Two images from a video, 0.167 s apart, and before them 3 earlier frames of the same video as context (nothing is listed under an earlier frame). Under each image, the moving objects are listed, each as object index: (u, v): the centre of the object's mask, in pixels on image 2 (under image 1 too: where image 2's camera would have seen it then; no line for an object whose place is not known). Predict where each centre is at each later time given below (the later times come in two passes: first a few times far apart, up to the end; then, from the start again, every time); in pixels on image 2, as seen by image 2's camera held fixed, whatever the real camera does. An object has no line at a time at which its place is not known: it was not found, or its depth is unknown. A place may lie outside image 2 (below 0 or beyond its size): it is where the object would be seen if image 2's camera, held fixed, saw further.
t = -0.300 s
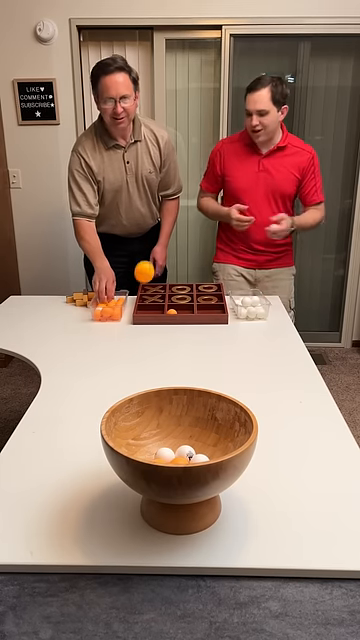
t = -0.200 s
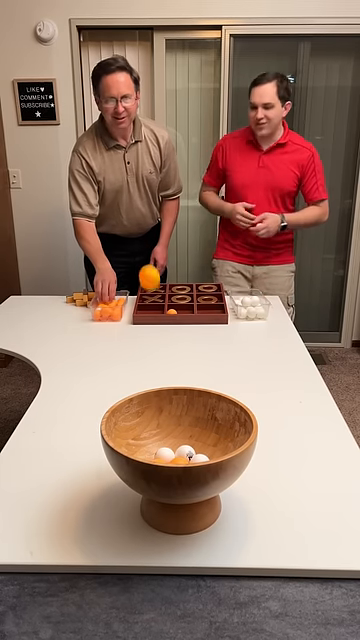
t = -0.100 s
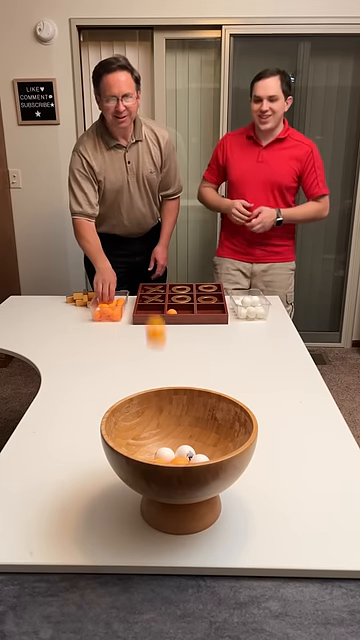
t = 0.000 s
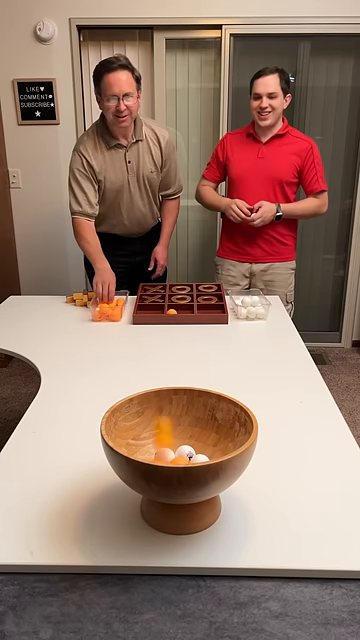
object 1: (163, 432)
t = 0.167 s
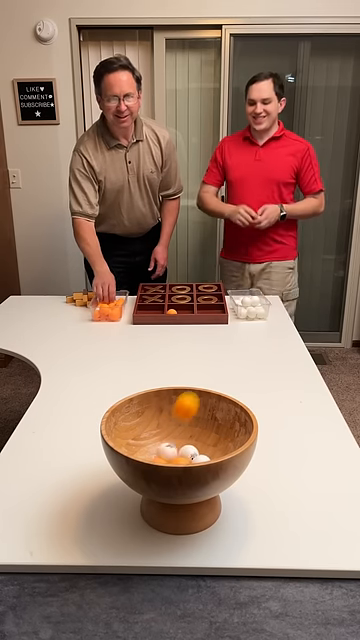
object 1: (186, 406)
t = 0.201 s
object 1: (193, 396)
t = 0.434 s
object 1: (179, 409)
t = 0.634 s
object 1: (147, 435)
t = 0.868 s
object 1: (146, 453)
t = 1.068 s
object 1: (150, 458)
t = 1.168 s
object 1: (151, 457)
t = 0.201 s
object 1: (193, 396)
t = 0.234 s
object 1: (199, 392)
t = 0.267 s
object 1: (206, 393)
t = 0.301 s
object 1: (210, 400)
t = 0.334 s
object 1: (200, 417)
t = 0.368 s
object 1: (189, 430)
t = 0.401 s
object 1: (184, 418)
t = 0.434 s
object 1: (179, 409)
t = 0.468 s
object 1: (174, 406)
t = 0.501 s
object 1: (170, 407)
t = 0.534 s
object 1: (164, 413)
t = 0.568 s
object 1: (160, 425)
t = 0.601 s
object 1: (154, 441)
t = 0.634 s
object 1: (147, 435)
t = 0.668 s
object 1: (141, 432)
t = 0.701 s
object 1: (134, 434)
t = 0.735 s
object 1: (128, 440)
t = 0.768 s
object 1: (129, 446)
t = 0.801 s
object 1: (139, 450)
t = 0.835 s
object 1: (146, 453)
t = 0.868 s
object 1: (146, 453)
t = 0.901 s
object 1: (145, 453)
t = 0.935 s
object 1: (144, 455)
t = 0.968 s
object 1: (146, 455)
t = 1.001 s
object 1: (150, 455)
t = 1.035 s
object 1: (150, 455)
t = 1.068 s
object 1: (150, 458)
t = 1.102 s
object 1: (151, 458)
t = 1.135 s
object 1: (151, 457)
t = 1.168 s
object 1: (151, 457)
